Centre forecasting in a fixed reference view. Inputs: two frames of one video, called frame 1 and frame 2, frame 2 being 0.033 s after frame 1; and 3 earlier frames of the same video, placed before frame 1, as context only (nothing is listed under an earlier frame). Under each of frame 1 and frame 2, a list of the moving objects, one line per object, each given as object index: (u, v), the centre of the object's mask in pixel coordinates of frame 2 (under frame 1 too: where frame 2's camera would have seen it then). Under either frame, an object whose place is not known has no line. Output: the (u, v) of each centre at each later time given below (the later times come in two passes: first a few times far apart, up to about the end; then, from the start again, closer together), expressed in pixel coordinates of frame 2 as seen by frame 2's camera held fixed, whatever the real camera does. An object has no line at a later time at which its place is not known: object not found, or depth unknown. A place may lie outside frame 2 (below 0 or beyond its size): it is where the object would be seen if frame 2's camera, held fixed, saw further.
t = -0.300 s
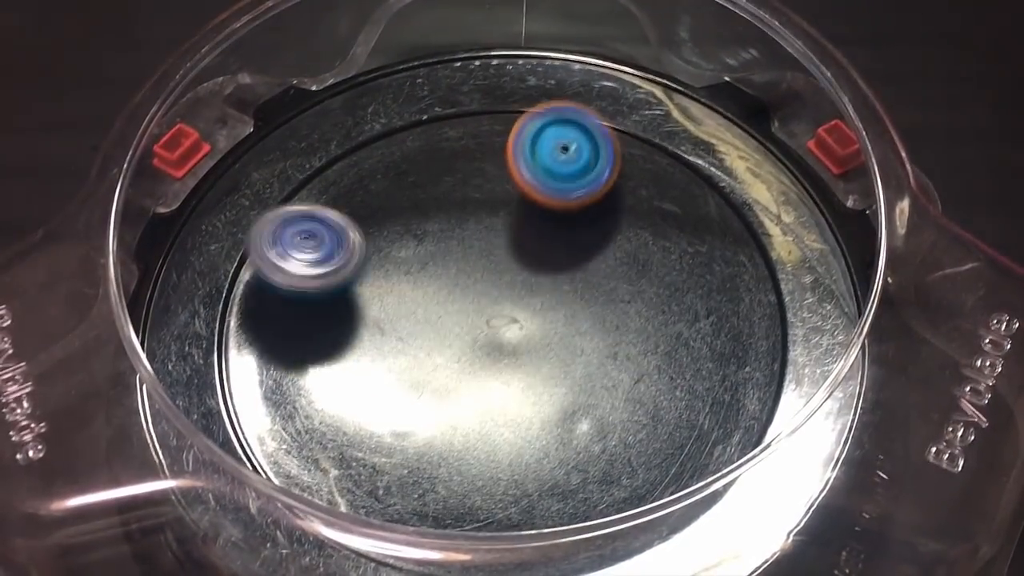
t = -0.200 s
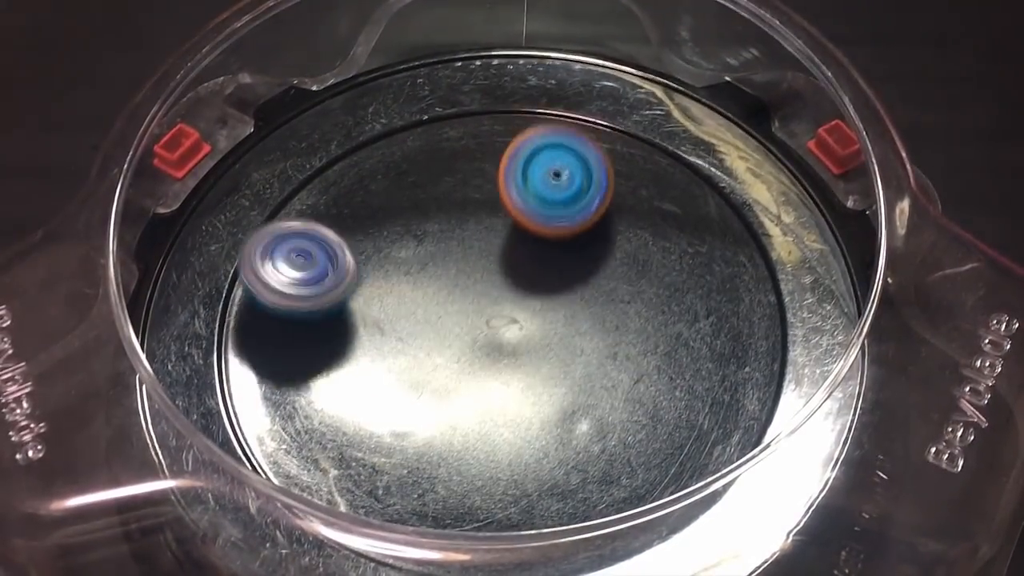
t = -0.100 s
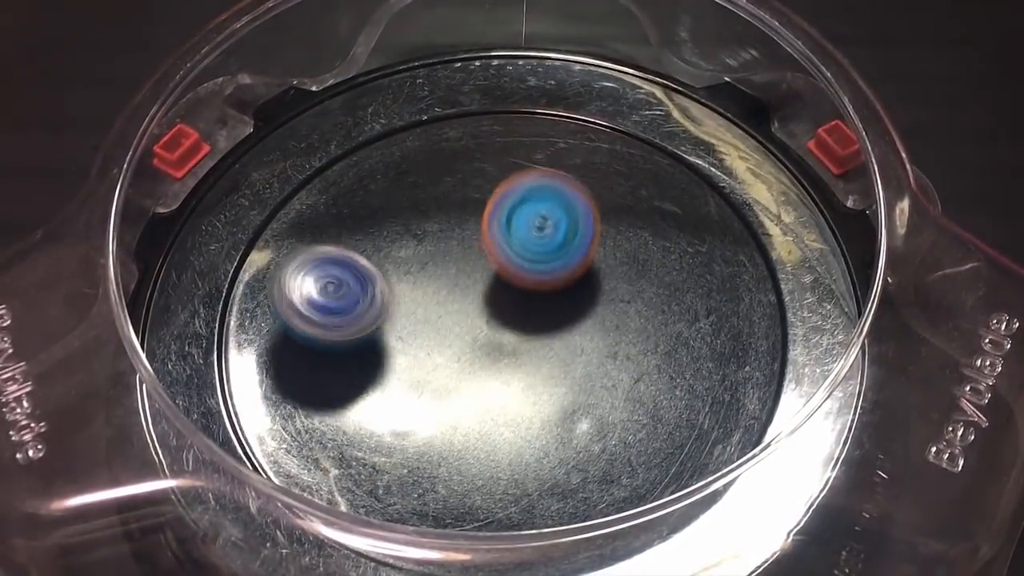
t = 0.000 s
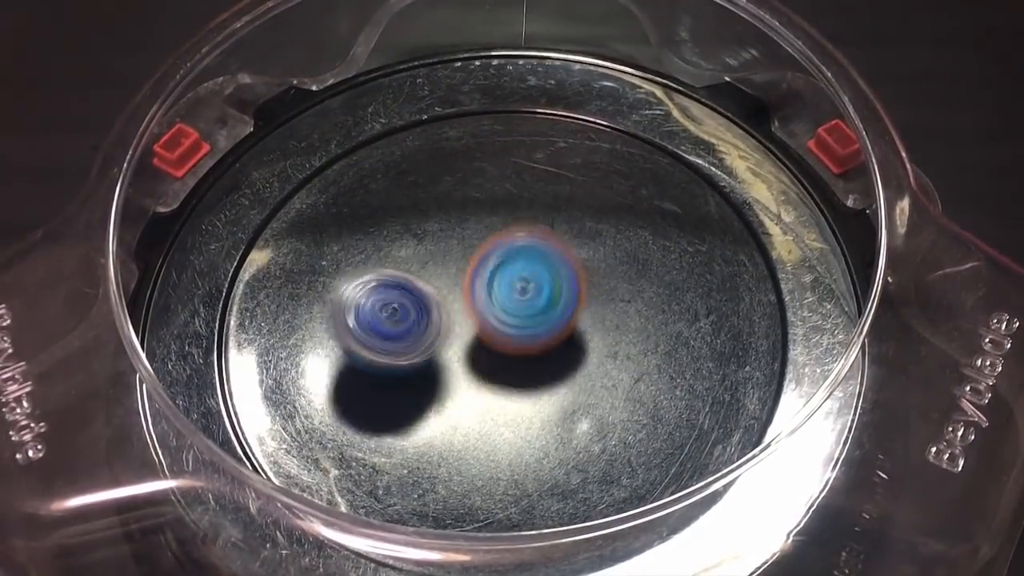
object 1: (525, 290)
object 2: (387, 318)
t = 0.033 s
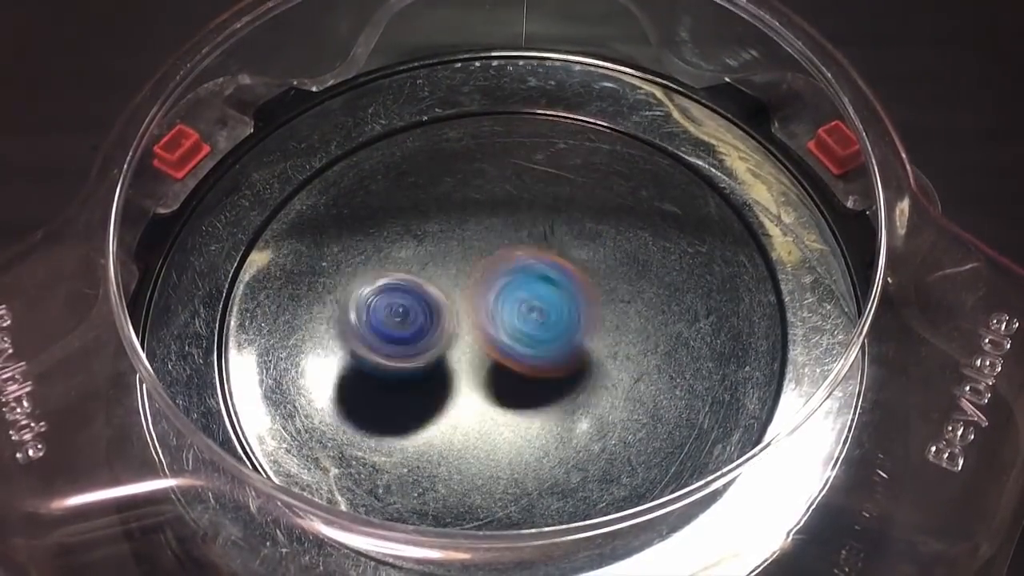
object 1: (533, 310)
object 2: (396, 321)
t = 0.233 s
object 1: (718, 381)
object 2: (362, 294)
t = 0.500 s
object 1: (668, 325)
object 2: (465, 276)
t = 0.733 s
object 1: (561, 385)
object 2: (495, 148)
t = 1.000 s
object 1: (491, 415)
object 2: (520, 175)
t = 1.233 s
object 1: (491, 394)
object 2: (582, 241)
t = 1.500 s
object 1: (474, 446)
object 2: (627, 225)
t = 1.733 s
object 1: (520, 379)
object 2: (577, 273)
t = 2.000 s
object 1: (424, 342)
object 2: (573, 335)
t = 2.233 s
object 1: (406, 323)
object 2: (533, 401)
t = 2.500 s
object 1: (450, 311)
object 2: (467, 395)
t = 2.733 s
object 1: (491, 270)
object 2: (421, 351)
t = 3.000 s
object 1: (492, 239)
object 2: (403, 286)
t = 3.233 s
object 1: (531, 228)
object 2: (395, 253)
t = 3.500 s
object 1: (552, 282)
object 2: (454, 228)
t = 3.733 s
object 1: (603, 340)
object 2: (493, 196)
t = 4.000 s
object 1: (628, 374)
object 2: (508, 142)
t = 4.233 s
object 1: (592, 400)
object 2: (493, 146)
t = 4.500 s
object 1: (510, 418)
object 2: (495, 183)
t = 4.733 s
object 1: (503, 421)
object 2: (493, 258)
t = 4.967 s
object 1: (523, 434)
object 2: (497, 250)
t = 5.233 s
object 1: (510, 380)
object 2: (472, 272)
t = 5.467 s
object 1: (436, 353)
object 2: (509, 198)
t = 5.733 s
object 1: (405, 278)
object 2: (529, 207)
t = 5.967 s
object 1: (452, 225)
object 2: (560, 292)
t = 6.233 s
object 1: (541, 232)
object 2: (554, 374)
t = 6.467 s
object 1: (590, 292)
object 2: (489, 377)
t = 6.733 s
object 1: (565, 370)
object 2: (426, 311)
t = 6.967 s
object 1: (488, 389)
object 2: (452, 251)
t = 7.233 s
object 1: (415, 342)
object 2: (536, 248)
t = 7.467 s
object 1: (423, 281)
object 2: (574, 312)
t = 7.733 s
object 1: (496, 238)
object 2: (528, 386)
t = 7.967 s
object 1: (563, 257)
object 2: (456, 387)
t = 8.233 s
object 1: (593, 335)
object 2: (414, 314)
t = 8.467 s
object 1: (580, 392)
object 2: (458, 254)
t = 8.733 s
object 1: (524, 371)
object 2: (548, 242)
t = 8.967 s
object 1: (456, 327)
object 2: (588, 307)
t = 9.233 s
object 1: (423, 293)
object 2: (542, 390)
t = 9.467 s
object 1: (465, 265)
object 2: (447, 382)
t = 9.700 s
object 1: (525, 272)
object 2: (399, 301)
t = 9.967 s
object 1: (555, 329)
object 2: (456, 240)
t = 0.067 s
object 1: (572, 332)
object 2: (376, 319)
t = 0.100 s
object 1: (606, 346)
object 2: (367, 315)
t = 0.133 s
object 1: (642, 361)
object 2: (361, 311)
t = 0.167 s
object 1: (674, 371)
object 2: (358, 303)
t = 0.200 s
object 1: (699, 377)
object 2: (359, 298)
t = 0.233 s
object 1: (718, 381)
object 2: (362, 294)
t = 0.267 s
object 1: (733, 381)
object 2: (369, 289)
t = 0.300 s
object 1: (741, 378)
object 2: (378, 286)
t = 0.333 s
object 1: (743, 373)
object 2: (389, 285)
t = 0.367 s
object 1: (738, 366)
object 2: (402, 285)
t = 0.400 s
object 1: (727, 356)
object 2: (415, 284)
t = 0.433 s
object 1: (711, 346)
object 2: (428, 283)
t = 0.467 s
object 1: (691, 336)
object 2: (446, 281)
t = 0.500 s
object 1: (668, 325)
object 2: (465, 276)
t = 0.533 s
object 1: (641, 314)
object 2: (482, 271)
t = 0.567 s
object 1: (610, 305)
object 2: (498, 263)
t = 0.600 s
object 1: (602, 318)
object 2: (498, 231)
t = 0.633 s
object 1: (595, 335)
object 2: (495, 202)
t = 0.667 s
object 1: (586, 353)
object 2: (493, 178)
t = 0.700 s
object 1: (574, 370)
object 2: (494, 160)
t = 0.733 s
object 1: (561, 385)
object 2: (495, 148)
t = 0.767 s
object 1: (547, 397)
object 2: (497, 142)
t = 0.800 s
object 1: (532, 408)
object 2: (501, 135)
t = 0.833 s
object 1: (519, 415)
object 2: (503, 136)
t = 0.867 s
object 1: (506, 420)
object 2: (506, 139)
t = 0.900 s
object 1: (497, 422)
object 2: (508, 146)
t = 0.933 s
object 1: (492, 422)
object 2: (512, 153)
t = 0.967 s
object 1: (490, 420)
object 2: (516, 163)
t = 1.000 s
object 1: (491, 415)
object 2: (520, 175)
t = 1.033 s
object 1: (494, 408)
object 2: (524, 192)
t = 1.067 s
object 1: (498, 400)
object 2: (528, 207)
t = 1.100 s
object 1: (503, 389)
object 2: (533, 222)
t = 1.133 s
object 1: (508, 377)
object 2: (539, 237)
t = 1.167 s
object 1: (513, 367)
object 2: (544, 256)
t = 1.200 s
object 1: (505, 376)
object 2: (561, 253)
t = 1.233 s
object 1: (491, 394)
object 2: (582, 241)
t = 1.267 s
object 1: (479, 408)
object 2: (600, 232)
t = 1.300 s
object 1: (468, 421)
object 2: (612, 225)
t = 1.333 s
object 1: (461, 431)
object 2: (622, 221)
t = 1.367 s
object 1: (456, 439)
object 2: (628, 217)
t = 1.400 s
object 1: (454, 446)
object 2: (631, 218)
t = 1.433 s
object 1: (458, 449)
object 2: (632, 218)
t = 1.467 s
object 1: (464, 449)
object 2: (630, 220)
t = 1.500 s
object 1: (474, 446)
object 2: (627, 225)
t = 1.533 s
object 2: (622, 230)
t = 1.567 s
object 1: (495, 435)
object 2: (615, 235)
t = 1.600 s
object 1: (507, 422)
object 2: (606, 246)
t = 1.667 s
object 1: (527, 394)
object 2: (585, 263)
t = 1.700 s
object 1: (532, 381)
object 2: (574, 273)
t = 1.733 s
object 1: (520, 379)
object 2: (577, 273)
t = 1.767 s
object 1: (507, 374)
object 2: (582, 271)
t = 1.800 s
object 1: (493, 371)
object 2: (583, 275)
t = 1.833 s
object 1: (478, 367)
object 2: (584, 281)
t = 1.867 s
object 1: (465, 362)
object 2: (584, 288)
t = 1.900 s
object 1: (453, 356)
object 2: (584, 300)
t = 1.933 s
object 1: (442, 351)
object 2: (580, 312)
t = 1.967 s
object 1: (433, 347)
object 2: (576, 321)
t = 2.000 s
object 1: (424, 342)
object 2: (573, 335)
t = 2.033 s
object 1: (417, 338)
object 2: (569, 343)
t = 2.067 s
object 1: (412, 334)
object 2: (564, 359)
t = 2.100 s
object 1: (408, 330)
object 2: (559, 371)
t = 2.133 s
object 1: (406, 328)
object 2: (553, 378)
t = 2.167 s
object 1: (405, 327)
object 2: (548, 388)
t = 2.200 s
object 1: (405, 325)
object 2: (541, 395)
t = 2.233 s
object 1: (406, 323)
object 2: (533, 401)
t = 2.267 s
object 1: (408, 322)
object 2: (526, 403)
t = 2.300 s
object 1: (411, 322)
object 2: (518, 406)
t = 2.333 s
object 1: (417, 319)
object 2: (509, 408)
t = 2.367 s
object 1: (422, 319)
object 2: (501, 408)
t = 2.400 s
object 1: (428, 317)
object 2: (491, 408)
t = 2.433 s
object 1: (435, 312)
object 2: (484, 404)
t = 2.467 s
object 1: (443, 310)
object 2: (475, 401)
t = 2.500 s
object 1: (450, 311)
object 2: (467, 395)
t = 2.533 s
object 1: (459, 305)
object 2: (459, 391)
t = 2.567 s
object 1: (466, 297)
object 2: (452, 386)
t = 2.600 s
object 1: (473, 293)
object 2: (446, 381)
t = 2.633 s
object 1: (479, 285)
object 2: (439, 373)
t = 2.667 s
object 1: (484, 281)
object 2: (433, 366)
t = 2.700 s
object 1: (487, 275)
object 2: (427, 359)
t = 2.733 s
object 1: (491, 270)
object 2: (421, 351)
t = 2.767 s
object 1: (493, 264)
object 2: (416, 341)
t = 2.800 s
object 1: (494, 259)
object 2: (411, 333)
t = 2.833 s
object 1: (495, 254)
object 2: (409, 326)
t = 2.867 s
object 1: (495, 249)
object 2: (405, 321)
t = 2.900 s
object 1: (494, 245)
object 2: (403, 308)
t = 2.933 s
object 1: (493, 243)
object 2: (402, 300)
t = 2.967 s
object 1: (492, 240)
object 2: (403, 292)
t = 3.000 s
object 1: (492, 239)
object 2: (403, 286)
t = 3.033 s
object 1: (498, 234)
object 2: (398, 282)
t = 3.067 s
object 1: (504, 230)
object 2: (394, 278)
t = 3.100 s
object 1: (511, 227)
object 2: (391, 274)
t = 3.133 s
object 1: (517, 225)
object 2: (390, 269)
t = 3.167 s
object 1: (522, 225)
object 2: (390, 264)
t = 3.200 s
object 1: (527, 226)
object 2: (392, 258)
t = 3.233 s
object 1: (531, 228)
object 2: (395, 253)
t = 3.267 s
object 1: (535, 232)
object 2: (400, 248)
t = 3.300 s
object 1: (538, 236)
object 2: (405, 243)
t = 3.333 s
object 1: (542, 242)
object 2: (410, 241)
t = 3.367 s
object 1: (545, 249)
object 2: (416, 238)
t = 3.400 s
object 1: (547, 256)
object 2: (425, 235)
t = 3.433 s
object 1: (549, 264)
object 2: (434, 231)
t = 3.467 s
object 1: (551, 273)
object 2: (445, 229)
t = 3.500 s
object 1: (552, 282)
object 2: (454, 228)
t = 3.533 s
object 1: (559, 294)
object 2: (459, 223)
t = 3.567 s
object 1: (568, 307)
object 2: (464, 213)
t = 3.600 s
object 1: (577, 318)
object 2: (469, 207)
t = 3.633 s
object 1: (585, 329)
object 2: (474, 202)
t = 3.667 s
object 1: (592, 335)
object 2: (480, 199)
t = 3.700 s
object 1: (599, 339)
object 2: (487, 196)
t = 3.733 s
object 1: (603, 340)
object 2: (493, 196)
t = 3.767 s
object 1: (605, 337)
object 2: (499, 200)
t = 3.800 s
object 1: (606, 331)
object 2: (508, 200)
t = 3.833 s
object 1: (605, 321)
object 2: (515, 203)
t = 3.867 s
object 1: (602, 310)
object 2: (523, 208)
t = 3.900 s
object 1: (599, 299)
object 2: (529, 214)
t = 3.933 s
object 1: (606, 318)
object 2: (524, 195)
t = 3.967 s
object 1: (618, 346)
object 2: (516, 169)
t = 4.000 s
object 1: (628, 374)
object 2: (508, 142)
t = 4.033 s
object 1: (634, 395)
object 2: (502, 125)
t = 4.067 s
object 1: (637, 411)
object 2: (500, 109)
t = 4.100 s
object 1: (634, 420)
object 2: (497, 105)
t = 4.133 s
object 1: (629, 425)
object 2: (495, 107)
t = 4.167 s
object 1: (620, 422)
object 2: (493, 114)
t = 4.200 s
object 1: (607, 414)
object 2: (492, 130)
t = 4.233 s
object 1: (592, 400)
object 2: (493, 146)
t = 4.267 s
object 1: (577, 384)
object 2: (494, 166)
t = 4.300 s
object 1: (563, 365)
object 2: (496, 188)
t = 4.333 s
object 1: (548, 342)
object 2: (498, 211)
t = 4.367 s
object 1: (536, 332)
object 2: (498, 231)
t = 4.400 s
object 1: (529, 355)
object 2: (497, 215)
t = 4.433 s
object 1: (522, 384)
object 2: (495, 196)
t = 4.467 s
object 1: (516, 403)
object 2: (496, 189)
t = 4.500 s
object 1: (510, 418)
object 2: (495, 183)
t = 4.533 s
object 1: (504, 431)
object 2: (495, 182)
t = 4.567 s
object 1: (501, 439)
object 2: (495, 188)
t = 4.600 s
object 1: (498, 443)
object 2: (494, 198)
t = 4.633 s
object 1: (497, 443)
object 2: (495, 210)
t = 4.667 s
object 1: (498, 439)
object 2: (494, 225)
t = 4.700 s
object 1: (500, 432)
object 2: (494, 242)
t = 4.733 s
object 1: (503, 421)
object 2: (493, 258)
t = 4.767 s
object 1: (507, 409)
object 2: (492, 275)
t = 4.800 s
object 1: (512, 397)
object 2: (491, 289)
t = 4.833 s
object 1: (515, 403)
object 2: (491, 284)
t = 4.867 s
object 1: (517, 416)
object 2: (495, 271)
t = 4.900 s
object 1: (520, 426)
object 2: (496, 265)
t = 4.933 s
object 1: (522, 432)
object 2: (497, 254)
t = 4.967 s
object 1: (523, 434)
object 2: (497, 250)
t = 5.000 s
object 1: (524, 434)
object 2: (496, 248)
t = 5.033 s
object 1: (524, 433)
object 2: (494, 249)
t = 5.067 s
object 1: (525, 427)
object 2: (490, 252)
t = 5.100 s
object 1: (524, 421)
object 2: (486, 256)
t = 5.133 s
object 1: (522, 412)
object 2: (483, 260)
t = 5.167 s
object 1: (519, 402)
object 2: (480, 263)
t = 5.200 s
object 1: (515, 391)
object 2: (476, 268)
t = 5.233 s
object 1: (510, 380)
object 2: (472, 272)
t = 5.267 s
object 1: (505, 370)
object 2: (470, 273)
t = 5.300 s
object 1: (494, 368)
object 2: (475, 254)
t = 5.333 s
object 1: (482, 368)
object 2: (485, 244)
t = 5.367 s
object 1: (471, 368)
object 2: (489, 230)
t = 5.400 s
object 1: (459, 365)
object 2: (497, 217)
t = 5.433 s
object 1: (447, 360)
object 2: (503, 207)
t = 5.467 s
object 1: (436, 353)
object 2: (509, 198)
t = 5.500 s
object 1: (427, 345)
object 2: (512, 192)
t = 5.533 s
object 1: (419, 337)
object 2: (514, 191)
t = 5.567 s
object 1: (412, 327)
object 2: (518, 186)
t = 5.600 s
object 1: (407, 318)
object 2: (519, 189)
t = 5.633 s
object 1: (403, 308)
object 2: (522, 188)
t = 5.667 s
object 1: (402, 298)
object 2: (523, 194)
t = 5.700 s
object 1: (403, 288)
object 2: (526, 200)
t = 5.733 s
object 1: (405, 278)
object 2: (529, 207)
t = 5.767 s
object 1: (409, 269)
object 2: (532, 216)
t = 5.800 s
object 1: (414, 259)
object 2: (536, 225)
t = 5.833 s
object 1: (420, 251)
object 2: (539, 239)
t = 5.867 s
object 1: (427, 243)
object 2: (545, 251)
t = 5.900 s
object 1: (435, 236)
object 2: (550, 261)
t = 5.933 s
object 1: (442, 230)
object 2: (556, 279)
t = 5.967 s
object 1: (452, 225)
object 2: (560, 292)
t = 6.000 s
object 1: (462, 221)
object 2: (564, 303)
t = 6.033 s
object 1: (472, 218)
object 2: (564, 313)
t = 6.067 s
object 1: (483, 218)
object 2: (567, 328)
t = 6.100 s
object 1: (495, 218)
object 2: (567, 339)
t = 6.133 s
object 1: (508, 220)
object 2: (565, 349)
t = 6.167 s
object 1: (519, 223)
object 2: (562, 361)
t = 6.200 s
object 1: (530, 227)
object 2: (559, 367)
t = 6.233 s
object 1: (541, 232)
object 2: (554, 374)
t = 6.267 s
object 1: (552, 238)
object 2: (546, 376)
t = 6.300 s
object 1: (561, 246)
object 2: (540, 380)
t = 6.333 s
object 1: (569, 254)
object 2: (530, 381)
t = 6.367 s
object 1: (576, 263)
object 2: (519, 380)
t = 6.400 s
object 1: (582, 272)
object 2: (508, 383)
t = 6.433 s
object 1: (587, 282)
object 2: (500, 381)
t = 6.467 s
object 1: (590, 292)
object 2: (489, 377)
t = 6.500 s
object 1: (592, 304)
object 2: (480, 371)
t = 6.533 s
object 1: (593, 313)
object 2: (472, 365)
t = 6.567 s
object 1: (592, 324)
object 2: (458, 357)
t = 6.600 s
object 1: (590, 335)
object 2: (451, 349)
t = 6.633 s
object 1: (586, 344)
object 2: (445, 342)
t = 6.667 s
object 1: (581, 353)
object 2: (435, 331)
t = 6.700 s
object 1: (573, 362)
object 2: (427, 318)
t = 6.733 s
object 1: (565, 370)
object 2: (426, 311)
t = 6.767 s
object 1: (557, 377)
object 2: (425, 301)
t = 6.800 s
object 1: (546, 382)
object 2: (426, 289)
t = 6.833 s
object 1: (536, 386)
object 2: (429, 282)
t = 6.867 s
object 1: (524, 388)
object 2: (431, 270)
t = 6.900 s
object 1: (511, 391)
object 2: (438, 262)
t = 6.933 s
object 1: (500, 390)
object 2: (446, 259)
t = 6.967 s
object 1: (488, 389)
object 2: (452, 251)
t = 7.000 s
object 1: (476, 387)
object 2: (461, 247)
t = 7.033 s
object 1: (466, 383)
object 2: (473, 243)
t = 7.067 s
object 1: (454, 378)
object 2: (482, 240)
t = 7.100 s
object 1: (445, 373)
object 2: (493, 241)
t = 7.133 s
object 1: (436, 365)
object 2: (504, 238)
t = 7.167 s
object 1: (427, 358)
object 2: (515, 241)
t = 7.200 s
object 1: (420, 350)
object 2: (526, 246)
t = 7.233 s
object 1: (415, 342)
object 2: (536, 248)
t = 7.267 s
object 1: (411, 333)
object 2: (545, 255)
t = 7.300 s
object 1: (409, 325)
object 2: (554, 262)
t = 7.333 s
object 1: (409, 316)
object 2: (561, 269)
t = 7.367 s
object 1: (410, 306)
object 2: (566, 281)
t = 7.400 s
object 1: (413, 298)
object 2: (570, 287)
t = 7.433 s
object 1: (417, 290)
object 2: (572, 299)
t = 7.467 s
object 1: (423, 281)
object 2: (574, 312)
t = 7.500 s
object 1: (430, 273)
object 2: (574, 322)
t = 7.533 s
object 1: (438, 265)
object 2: (568, 334)
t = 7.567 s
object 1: (447, 259)
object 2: (568, 343)
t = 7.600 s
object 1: (456, 252)
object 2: (562, 355)
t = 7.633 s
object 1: (465, 247)
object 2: (555, 365)
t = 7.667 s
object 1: (476, 243)
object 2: (546, 372)
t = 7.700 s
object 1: (486, 240)
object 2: (537, 381)
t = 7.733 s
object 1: (496, 238)
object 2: (528, 386)
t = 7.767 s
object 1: (506, 237)
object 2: (519, 391)
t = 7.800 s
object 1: (517, 238)
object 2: (507, 394)
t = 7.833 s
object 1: (527, 239)
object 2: (496, 397)
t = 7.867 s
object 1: (537, 242)
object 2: (483, 398)
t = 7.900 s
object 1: (547, 245)
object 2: (474, 396)
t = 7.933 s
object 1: (555, 251)
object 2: (463, 393)
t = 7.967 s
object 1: (563, 257)
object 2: (456, 387)
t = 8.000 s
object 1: (570, 264)
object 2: (447, 381)
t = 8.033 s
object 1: (576, 272)
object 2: (440, 374)
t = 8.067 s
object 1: (580, 279)
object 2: (432, 367)
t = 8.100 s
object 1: (584, 290)
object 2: (424, 355)
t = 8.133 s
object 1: (587, 300)
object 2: (420, 347)
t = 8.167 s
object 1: (590, 312)
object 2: (417, 336)
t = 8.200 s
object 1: (592, 323)
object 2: (414, 327)
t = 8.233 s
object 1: (593, 335)
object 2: (414, 314)
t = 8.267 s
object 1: (593, 346)
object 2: (416, 306)
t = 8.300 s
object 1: (592, 358)
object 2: (419, 293)
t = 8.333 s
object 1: (591, 367)
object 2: (425, 284)
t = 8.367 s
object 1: (589, 375)
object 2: (431, 275)
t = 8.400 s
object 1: (586, 383)
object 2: (439, 267)
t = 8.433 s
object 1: (584, 388)
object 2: (447, 259)
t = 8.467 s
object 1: (580, 392)
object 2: (458, 254)
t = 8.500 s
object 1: (576, 394)
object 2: (468, 245)
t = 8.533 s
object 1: (573, 394)
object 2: (480, 243)
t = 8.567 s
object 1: (567, 393)
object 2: (490, 239)
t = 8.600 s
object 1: (560, 392)
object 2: (503, 236)
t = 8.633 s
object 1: (553, 388)
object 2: (513, 234)
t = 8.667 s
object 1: (544, 383)
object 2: (526, 234)
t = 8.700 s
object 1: (534, 378)
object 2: (536, 237)
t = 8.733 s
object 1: (524, 371)
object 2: (548, 242)
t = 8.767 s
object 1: (513, 364)
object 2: (557, 248)
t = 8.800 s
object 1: (504, 358)
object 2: (567, 253)
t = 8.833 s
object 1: (494, 350)
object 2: (575, 262)
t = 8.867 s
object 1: (483, 344)
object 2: (582, 269)
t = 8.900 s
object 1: (474, 338)
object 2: (585, 282)
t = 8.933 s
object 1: (465, 331)
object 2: (588, 292)
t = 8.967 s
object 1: (456, 327)
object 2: (588, 307)
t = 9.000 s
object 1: (448, 322)
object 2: (588, 316)
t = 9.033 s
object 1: (442, 318)
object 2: (585, 332)
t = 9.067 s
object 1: (435, 315)
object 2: (583, 342)
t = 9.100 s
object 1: (430, 310)
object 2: (578, 357)
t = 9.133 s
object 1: (426, 307)
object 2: (568, 359)
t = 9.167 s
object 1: (423, 302)
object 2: (562, 367)
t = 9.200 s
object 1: (422, 298)
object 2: (554, 375)
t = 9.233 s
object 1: (423, 293)
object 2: (542, 390)
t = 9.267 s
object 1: (425, 288)
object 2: (527, 395)
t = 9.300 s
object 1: (430, 284)
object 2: (513, 399)
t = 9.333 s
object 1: (434, 278)
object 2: (500, 398)
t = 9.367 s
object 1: (441, 274)
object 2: (488, 396)
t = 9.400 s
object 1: (448, 270)
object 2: (474, 393)
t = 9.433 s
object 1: (456, 267)
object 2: (460, 388)
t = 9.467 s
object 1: (465, 265)
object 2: (447, 382)
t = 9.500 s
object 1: (474, 261)
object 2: (435, 372)
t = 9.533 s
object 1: (483, 261)
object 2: (427, 362)
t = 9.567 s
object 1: (492, 261)
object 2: (416, 348)
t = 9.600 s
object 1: (501, 263)
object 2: (408, 339)
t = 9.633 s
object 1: (509, 265)
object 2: (403, 325)
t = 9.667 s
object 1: (518, 267)
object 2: (400, 311)
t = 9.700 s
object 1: (525, 272)
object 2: (399, 301)
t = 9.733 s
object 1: (531, 277)
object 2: (401, 291)
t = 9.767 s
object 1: (537, 283)
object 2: (404, 279)
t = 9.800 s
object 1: (542, 289)
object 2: (409, 269)
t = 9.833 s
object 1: (547, 296)
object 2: (416, 259)
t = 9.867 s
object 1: (551, 304)
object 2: (425, 254)
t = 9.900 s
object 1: (554, 313)
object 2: (435, 245)
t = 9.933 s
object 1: (555, 320)
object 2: (445, 242)
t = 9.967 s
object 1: (555, 329)
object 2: (456, 240)
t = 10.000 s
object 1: (553, 337)
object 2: (465, 238)
